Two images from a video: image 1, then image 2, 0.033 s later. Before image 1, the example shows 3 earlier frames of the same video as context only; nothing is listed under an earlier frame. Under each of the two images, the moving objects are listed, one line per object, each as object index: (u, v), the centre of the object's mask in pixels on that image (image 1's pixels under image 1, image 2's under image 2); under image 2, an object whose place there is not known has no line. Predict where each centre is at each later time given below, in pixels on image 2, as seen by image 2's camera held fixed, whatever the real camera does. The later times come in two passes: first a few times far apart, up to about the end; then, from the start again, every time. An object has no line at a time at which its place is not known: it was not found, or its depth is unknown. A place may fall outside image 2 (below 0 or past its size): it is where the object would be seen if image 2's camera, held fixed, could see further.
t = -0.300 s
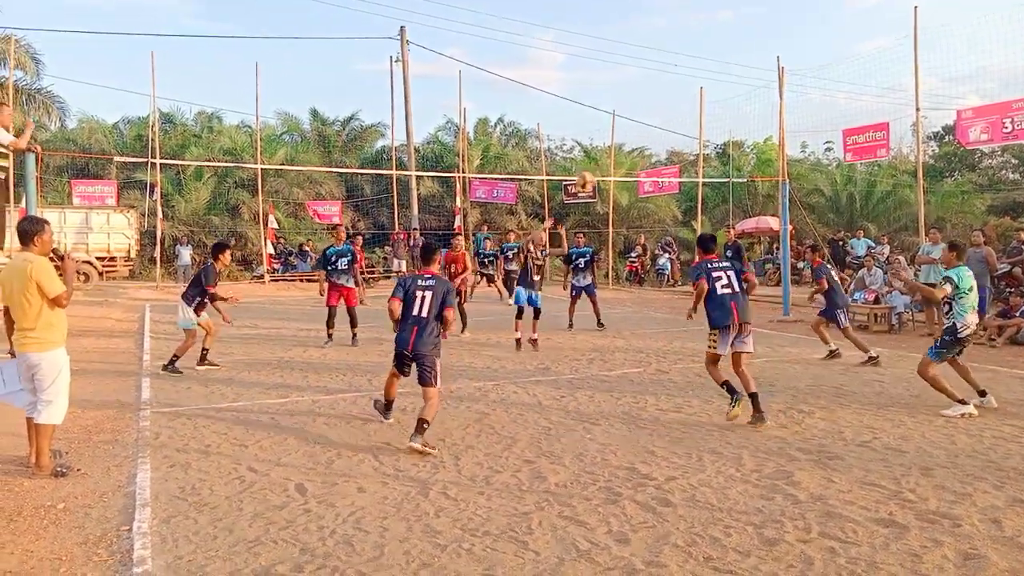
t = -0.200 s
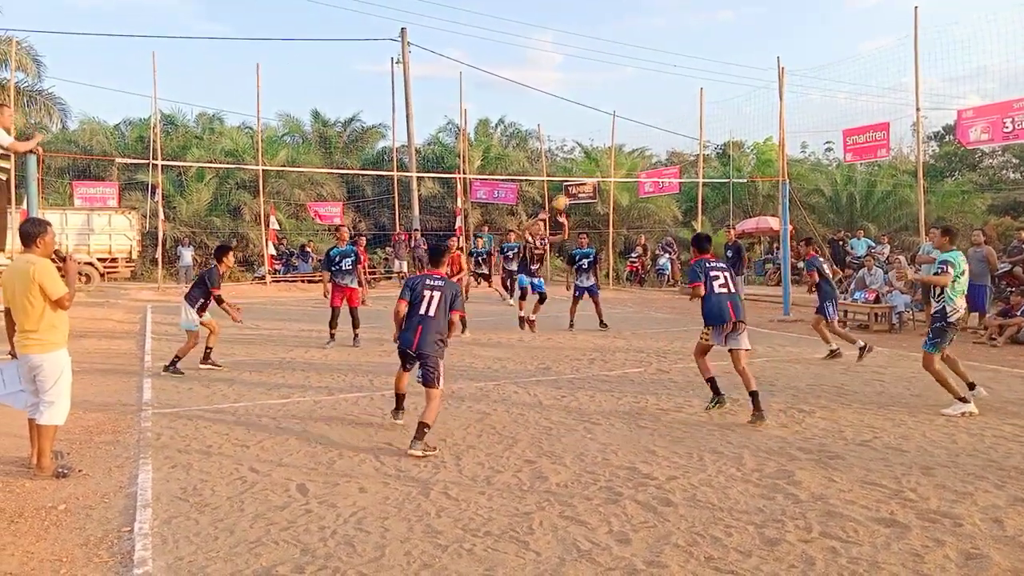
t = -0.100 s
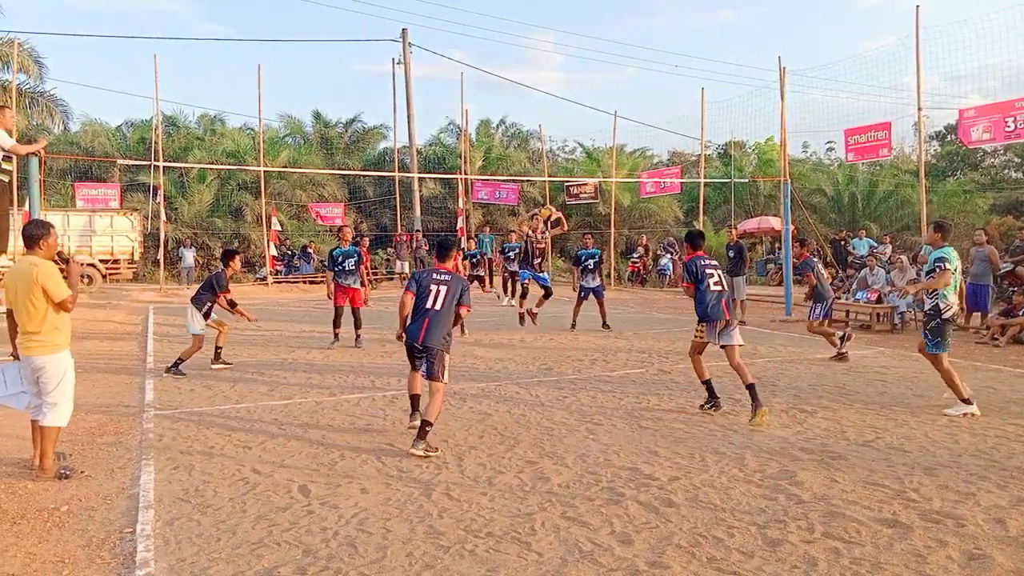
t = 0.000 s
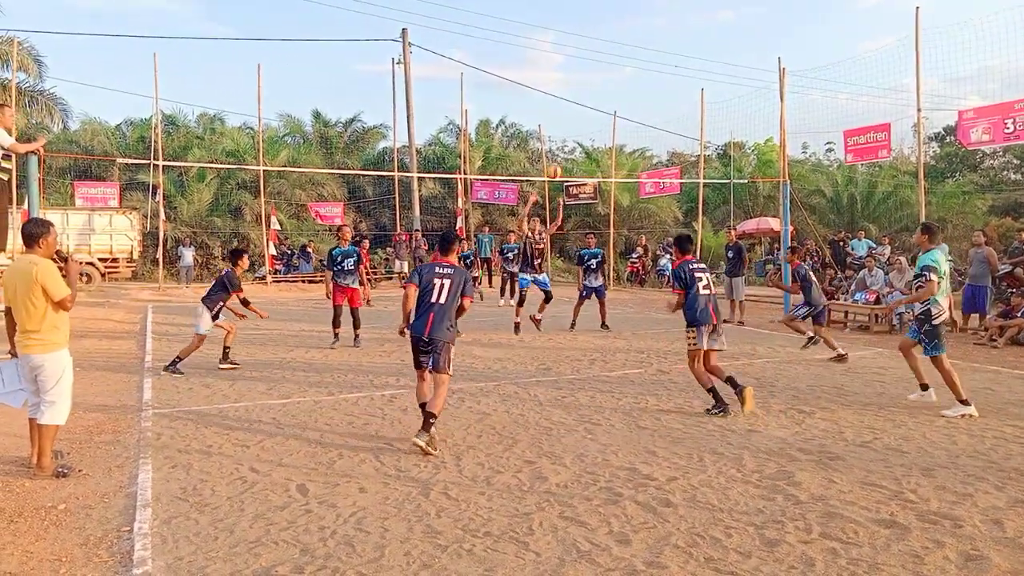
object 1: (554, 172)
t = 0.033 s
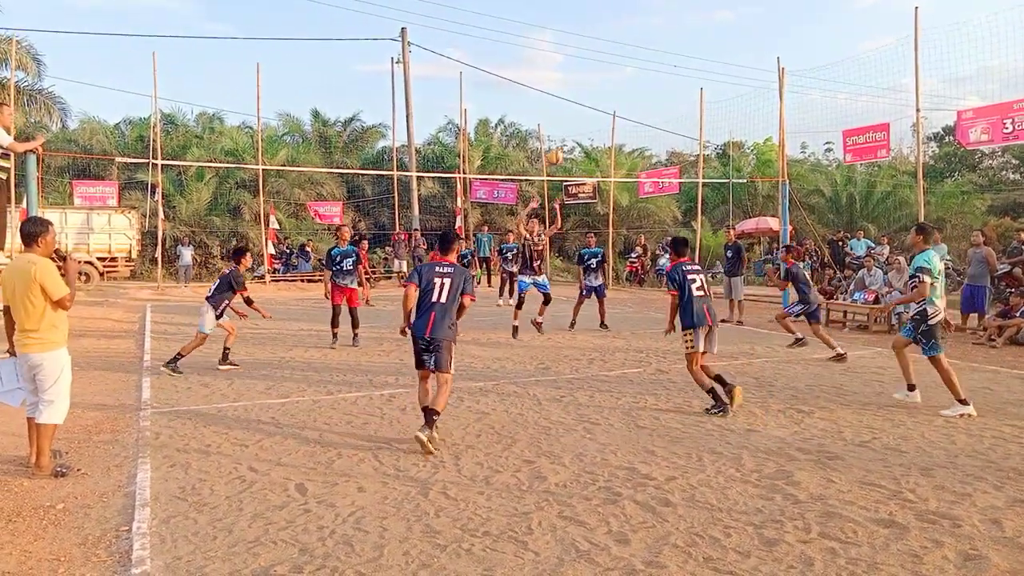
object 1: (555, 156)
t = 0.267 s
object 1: (567, 83)
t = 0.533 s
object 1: (583, 53)
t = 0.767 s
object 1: (598, 74)
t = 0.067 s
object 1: (555, 144)
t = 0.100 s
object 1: (557, 131)
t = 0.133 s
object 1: (559, 120)
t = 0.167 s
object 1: (561, 110)
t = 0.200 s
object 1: (563, 100)
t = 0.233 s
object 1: (565, 91)
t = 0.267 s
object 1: (567, 83)
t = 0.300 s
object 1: (569, 76)
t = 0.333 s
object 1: (571, 70)
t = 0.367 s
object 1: (573, 65)
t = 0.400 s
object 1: (575, 60)
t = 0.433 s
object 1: (577, 57)
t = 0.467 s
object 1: (579, 54)
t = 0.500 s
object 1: (581, 53)
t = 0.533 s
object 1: (583, 53)
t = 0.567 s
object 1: (585, 53)
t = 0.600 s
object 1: (587, 54)
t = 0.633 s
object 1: (589, 56)
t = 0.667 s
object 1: (591, 59)
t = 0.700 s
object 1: (593, 64)
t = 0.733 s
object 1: (596, 69)
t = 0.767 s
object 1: (598, 74)
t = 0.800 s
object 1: (599, 81)
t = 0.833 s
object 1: (602, 90)
